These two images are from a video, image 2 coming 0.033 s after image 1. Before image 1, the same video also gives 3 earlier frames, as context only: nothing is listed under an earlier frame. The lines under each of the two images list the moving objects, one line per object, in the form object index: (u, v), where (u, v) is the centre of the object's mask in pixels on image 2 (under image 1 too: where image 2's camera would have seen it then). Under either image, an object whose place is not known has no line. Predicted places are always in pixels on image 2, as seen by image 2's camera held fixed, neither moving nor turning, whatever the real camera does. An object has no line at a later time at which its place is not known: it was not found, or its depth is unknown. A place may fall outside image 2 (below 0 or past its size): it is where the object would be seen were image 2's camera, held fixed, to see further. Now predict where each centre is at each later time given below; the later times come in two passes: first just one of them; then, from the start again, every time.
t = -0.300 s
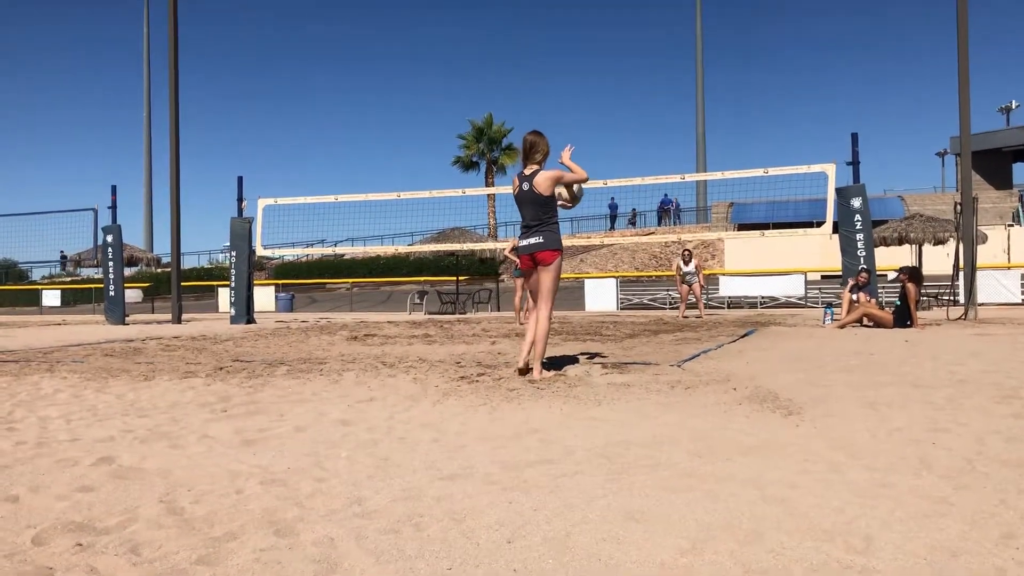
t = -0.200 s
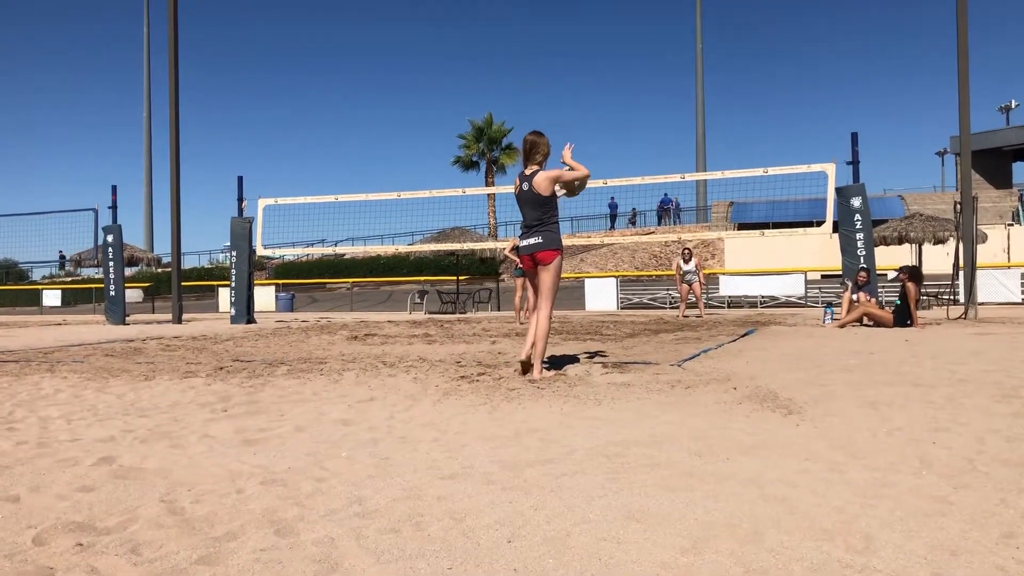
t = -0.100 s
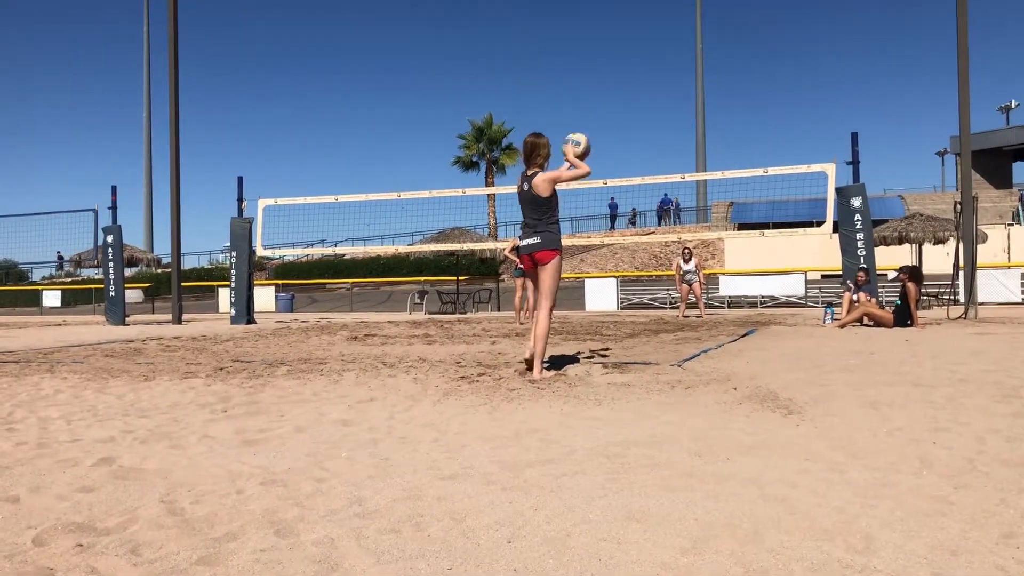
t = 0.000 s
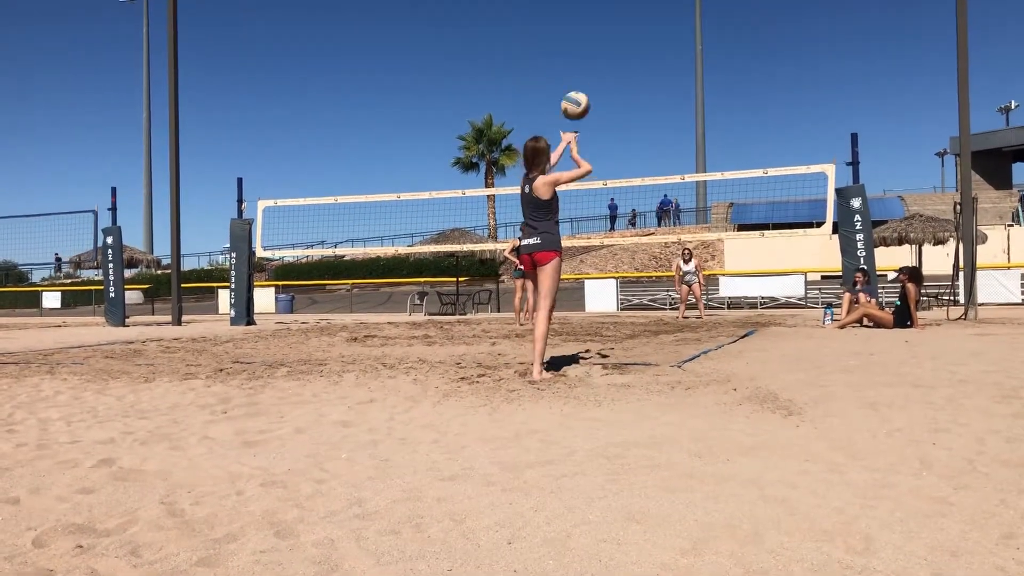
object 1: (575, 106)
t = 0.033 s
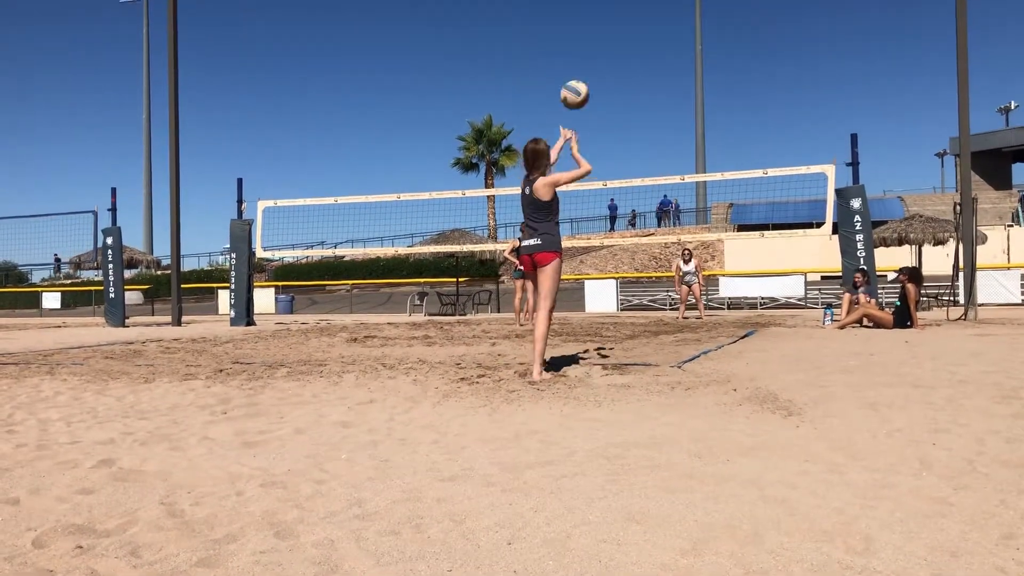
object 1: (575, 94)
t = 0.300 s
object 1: (571, 56)
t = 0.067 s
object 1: (574, 85)
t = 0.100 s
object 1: (574, 76)
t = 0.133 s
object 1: (573, 69)
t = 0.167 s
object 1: (573, 64)
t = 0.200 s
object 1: (572, 60)
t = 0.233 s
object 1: (572, 57)
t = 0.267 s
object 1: (571, 56)
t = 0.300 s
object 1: (571, 56)
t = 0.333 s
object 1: (570, 58)
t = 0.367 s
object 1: (570, 61)
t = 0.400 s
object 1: (569, 66)
